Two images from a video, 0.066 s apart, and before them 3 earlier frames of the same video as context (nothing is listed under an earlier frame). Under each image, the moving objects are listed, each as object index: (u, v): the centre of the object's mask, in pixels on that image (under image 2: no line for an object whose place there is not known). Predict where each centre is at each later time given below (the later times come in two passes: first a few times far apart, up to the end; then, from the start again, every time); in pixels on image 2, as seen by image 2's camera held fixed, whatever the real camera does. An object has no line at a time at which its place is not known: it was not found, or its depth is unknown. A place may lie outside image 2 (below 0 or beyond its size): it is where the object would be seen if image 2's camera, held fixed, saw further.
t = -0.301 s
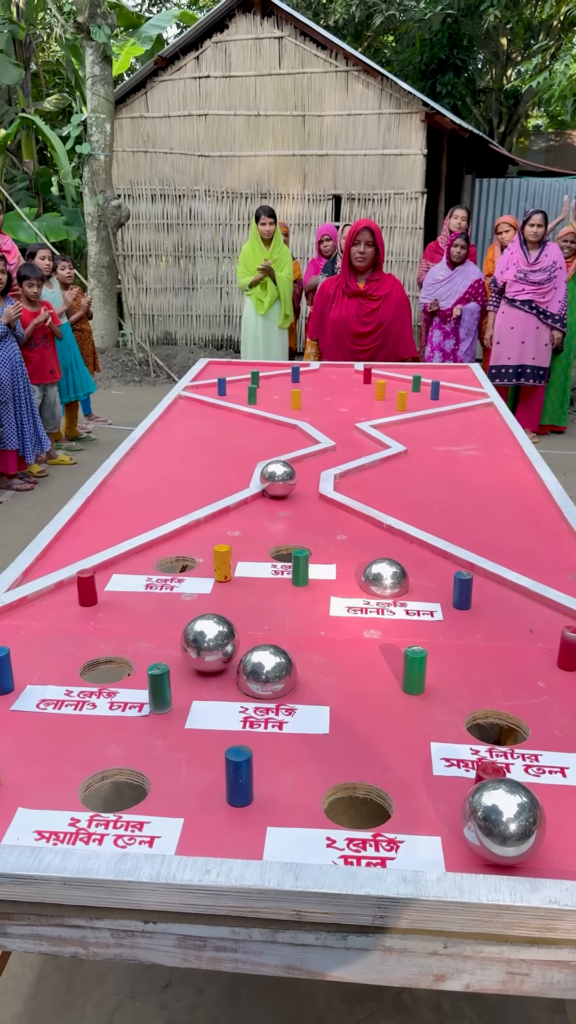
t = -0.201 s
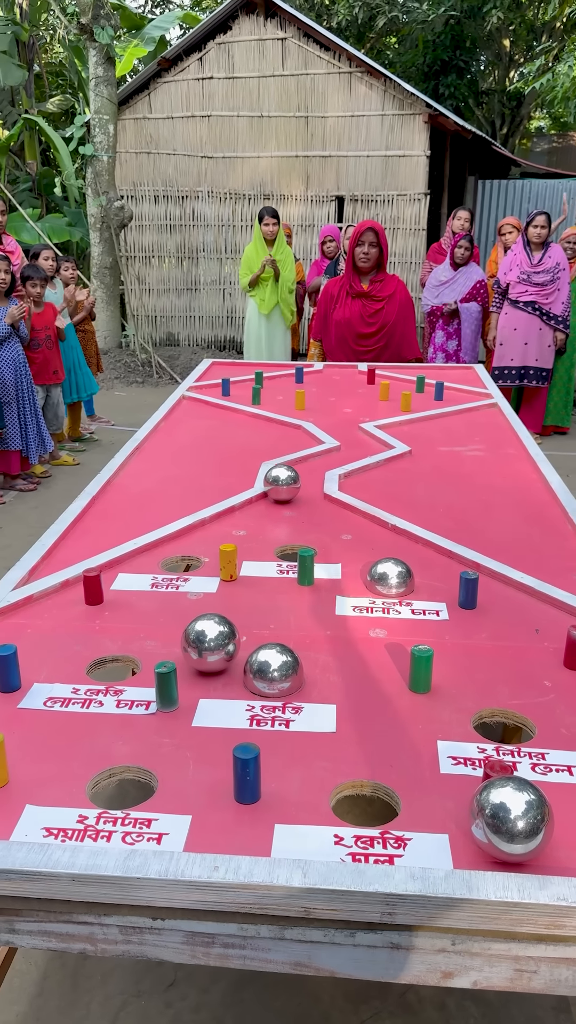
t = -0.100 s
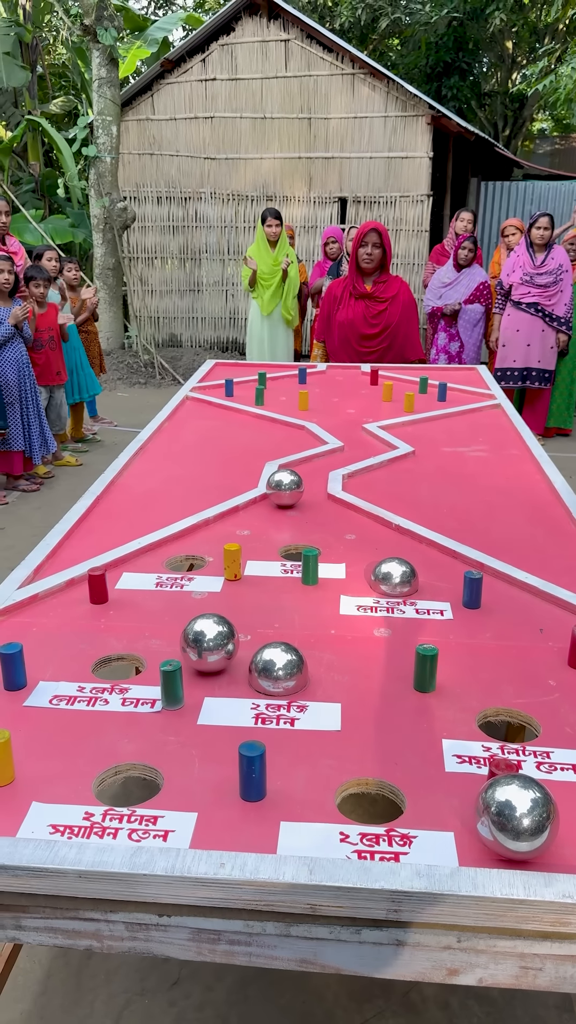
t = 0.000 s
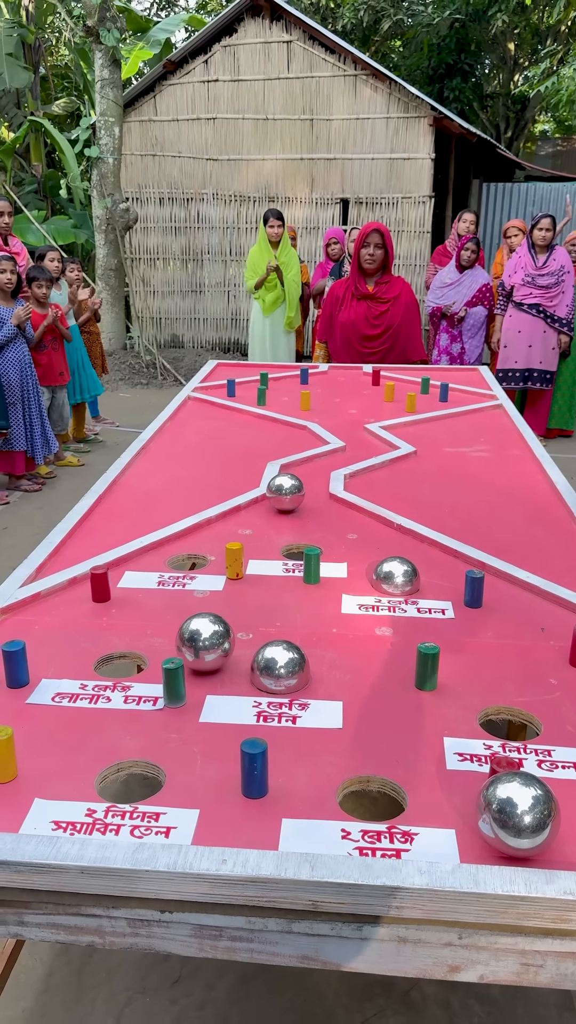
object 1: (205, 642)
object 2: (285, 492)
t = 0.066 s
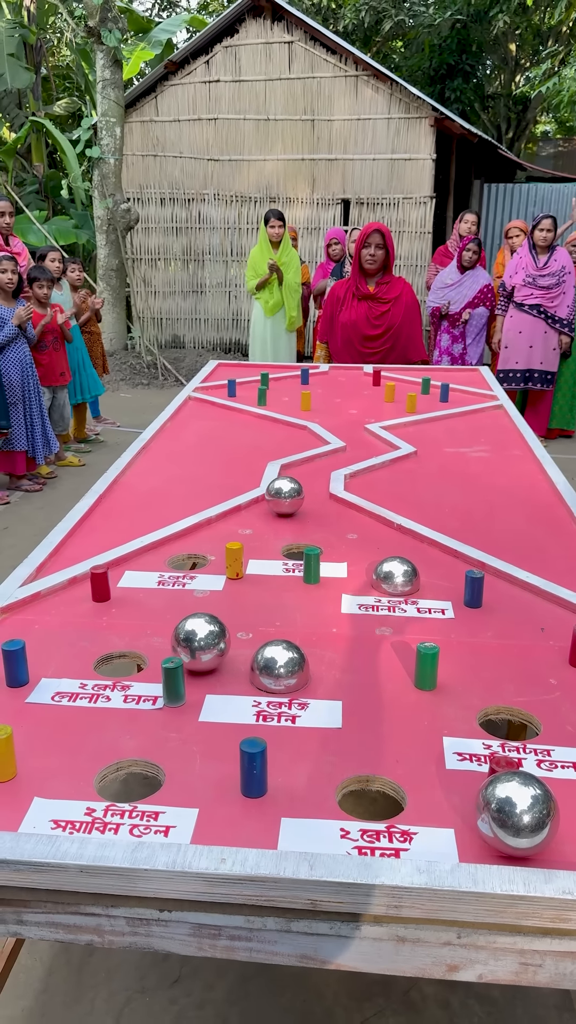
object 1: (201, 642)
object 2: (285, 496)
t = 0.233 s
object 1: (191, 642)
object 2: (282, 505)
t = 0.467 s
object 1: (175, 642)
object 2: (276, 520)
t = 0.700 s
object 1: (156, 646)
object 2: (268, 538)
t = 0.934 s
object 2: (273, 555)
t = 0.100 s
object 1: (199, 642)
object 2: (284, 497)
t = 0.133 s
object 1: (197, 642)
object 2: (283, 499)
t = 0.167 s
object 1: (195, 642)
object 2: (283, 501)
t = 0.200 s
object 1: (193, 642)
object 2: (282, 503)
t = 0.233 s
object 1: (191, 642)
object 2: (282, 505)
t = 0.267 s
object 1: (189, 642)
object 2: (281, 507)
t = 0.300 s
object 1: (187, 642)
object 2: (280, 509)
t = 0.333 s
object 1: (185, 642)
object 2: (279, 511)
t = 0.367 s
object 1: (182, 642)
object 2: (279, 513)
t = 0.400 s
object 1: (180, 642)
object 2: (278, 515)
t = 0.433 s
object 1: (177, 642)
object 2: (277, 517)
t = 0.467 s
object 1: (175, 642)
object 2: (276, 520)
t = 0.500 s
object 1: (172, 642)
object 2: (275, 522)
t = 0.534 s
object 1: (169, 643)
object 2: (274, 524)
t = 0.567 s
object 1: (166, 643)
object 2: (272, 527)
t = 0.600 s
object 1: (164, 644)
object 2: (271, 530)
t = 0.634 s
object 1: (161, 645)
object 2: (270, 532)
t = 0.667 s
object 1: (159, 645)
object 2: (269, 535)
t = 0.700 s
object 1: (156, 646)
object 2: (268, 538)
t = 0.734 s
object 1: (154, 647)
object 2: (266, 540)
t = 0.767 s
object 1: (152, 648)
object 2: (265, 543)
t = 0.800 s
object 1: (149, 649)
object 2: (264, 546)
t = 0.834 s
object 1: (147, 650)
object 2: (264, 548)
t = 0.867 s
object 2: (267, 550)
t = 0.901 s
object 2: (270, 552)
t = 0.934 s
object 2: (273, 555)
